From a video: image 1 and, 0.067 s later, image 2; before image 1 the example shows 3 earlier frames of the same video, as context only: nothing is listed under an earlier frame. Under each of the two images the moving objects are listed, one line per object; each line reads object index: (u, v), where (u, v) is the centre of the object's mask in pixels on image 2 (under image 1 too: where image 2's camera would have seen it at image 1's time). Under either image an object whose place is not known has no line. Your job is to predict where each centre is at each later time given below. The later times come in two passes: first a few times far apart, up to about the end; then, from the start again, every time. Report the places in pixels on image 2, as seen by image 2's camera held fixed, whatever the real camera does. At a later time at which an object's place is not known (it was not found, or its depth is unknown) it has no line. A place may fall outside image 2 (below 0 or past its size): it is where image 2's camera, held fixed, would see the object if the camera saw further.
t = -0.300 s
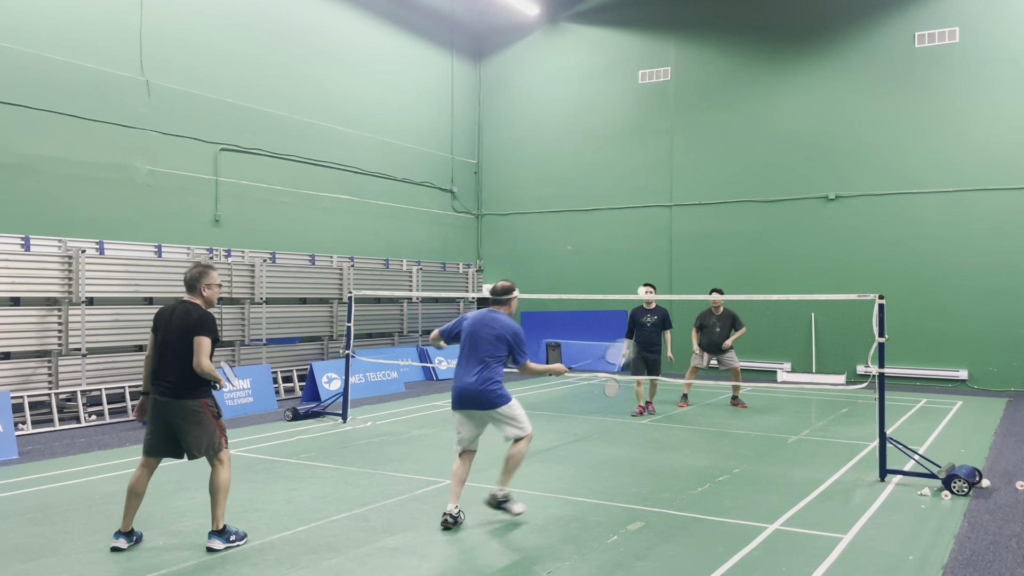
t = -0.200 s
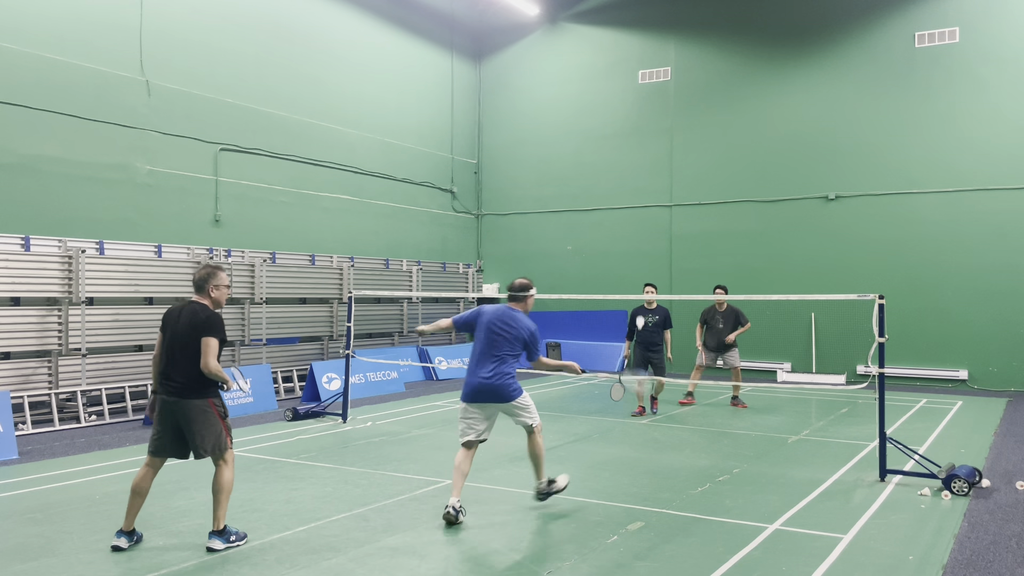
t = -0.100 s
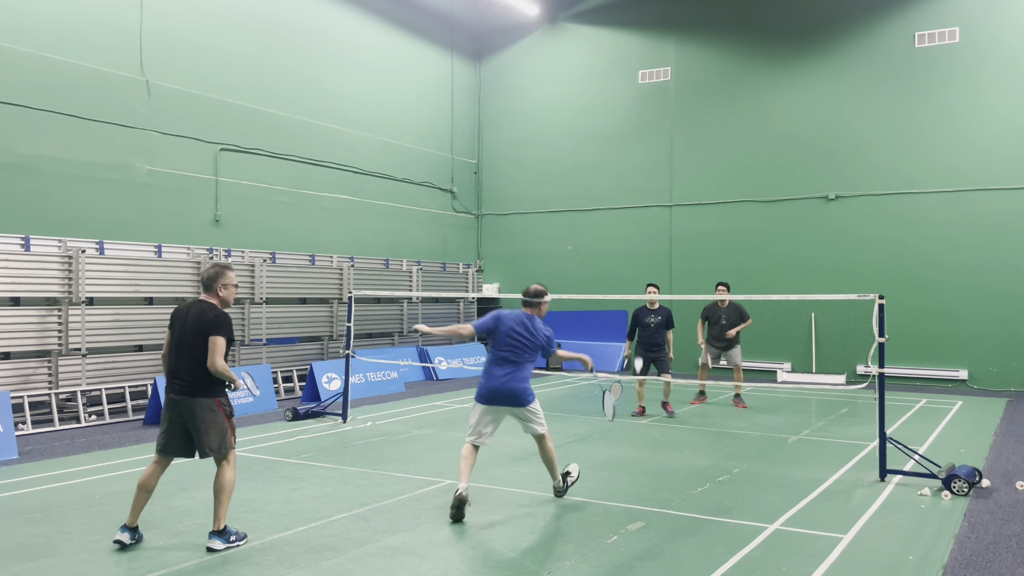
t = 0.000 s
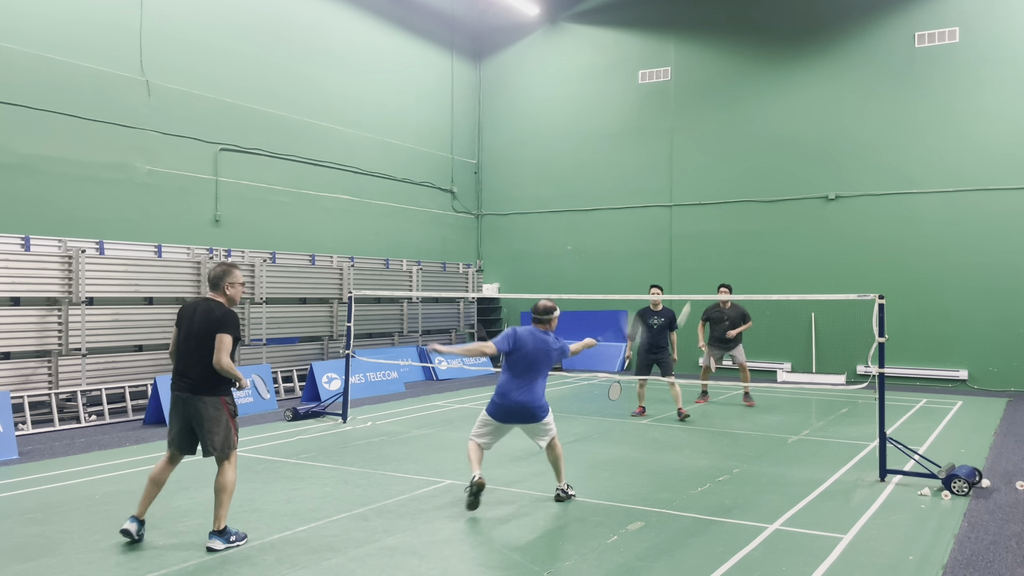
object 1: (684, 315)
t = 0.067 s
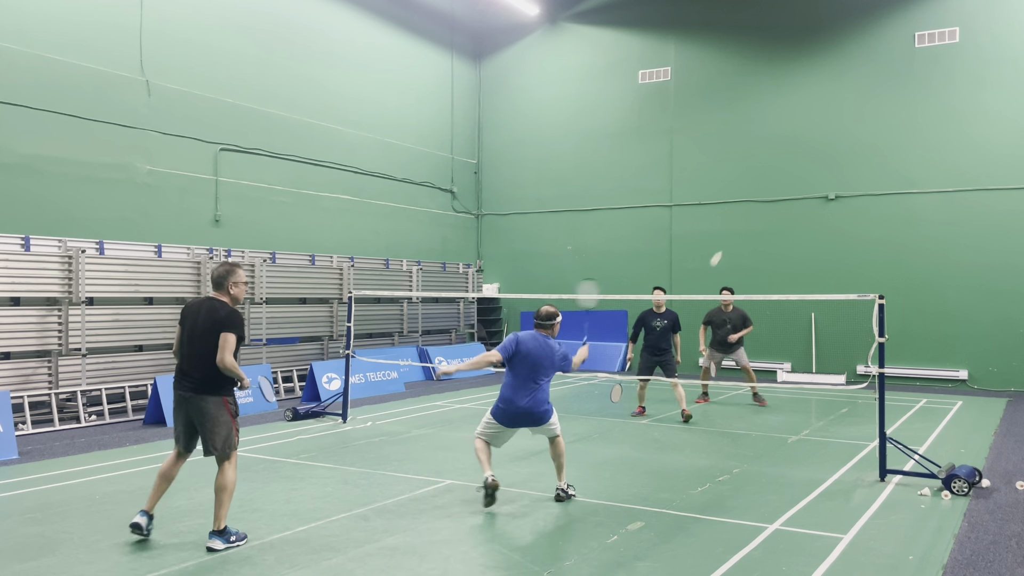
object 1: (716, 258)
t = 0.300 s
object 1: (780, 188)
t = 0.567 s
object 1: (816, 192)
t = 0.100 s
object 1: (728, 241)
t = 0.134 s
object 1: (740, 226)
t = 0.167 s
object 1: (750, 214)
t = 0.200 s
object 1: (759, 204)
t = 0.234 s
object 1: (767, 198)
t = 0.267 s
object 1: (774, 192)
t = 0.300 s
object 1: (780, 188)
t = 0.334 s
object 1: (786, 185)
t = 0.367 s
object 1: (791, 183)
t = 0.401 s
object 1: (796, 183)
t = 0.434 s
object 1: (800, 183)
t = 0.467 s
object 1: (804, 184)
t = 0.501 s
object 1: (808, 186)
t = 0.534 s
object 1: (812, 188)
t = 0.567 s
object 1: (816, 192)
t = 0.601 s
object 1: (820, 196)
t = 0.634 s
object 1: (823, 201)
